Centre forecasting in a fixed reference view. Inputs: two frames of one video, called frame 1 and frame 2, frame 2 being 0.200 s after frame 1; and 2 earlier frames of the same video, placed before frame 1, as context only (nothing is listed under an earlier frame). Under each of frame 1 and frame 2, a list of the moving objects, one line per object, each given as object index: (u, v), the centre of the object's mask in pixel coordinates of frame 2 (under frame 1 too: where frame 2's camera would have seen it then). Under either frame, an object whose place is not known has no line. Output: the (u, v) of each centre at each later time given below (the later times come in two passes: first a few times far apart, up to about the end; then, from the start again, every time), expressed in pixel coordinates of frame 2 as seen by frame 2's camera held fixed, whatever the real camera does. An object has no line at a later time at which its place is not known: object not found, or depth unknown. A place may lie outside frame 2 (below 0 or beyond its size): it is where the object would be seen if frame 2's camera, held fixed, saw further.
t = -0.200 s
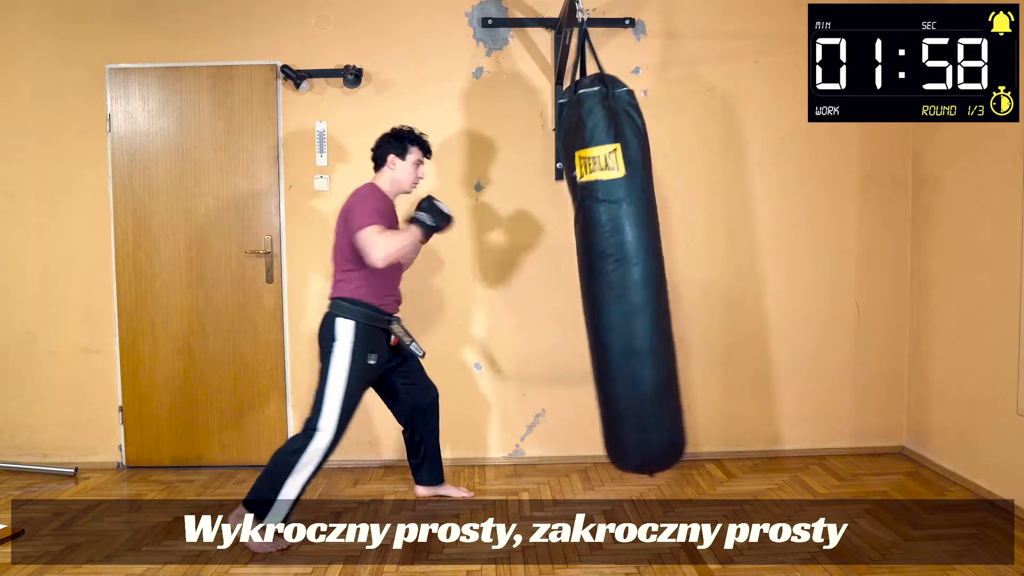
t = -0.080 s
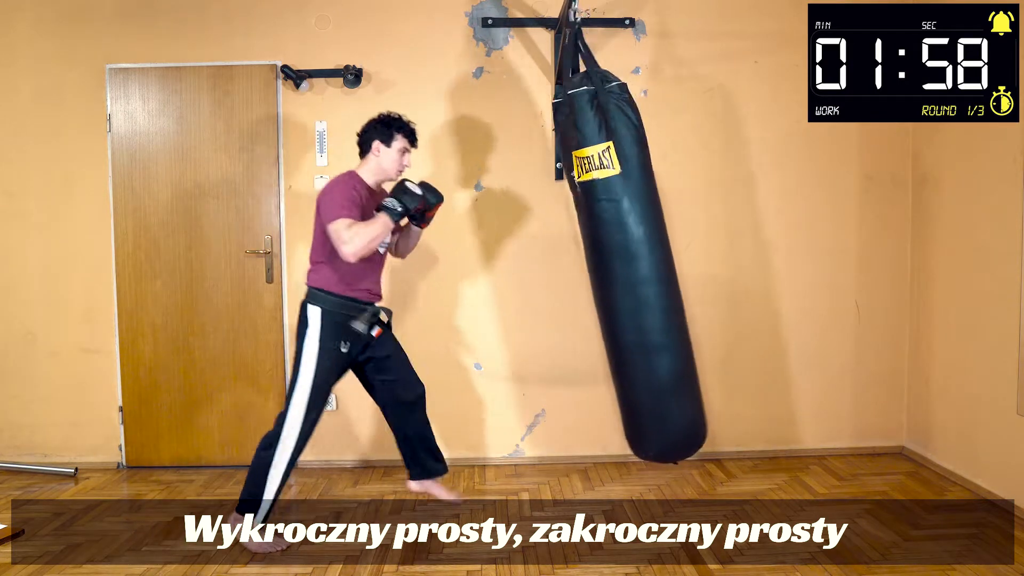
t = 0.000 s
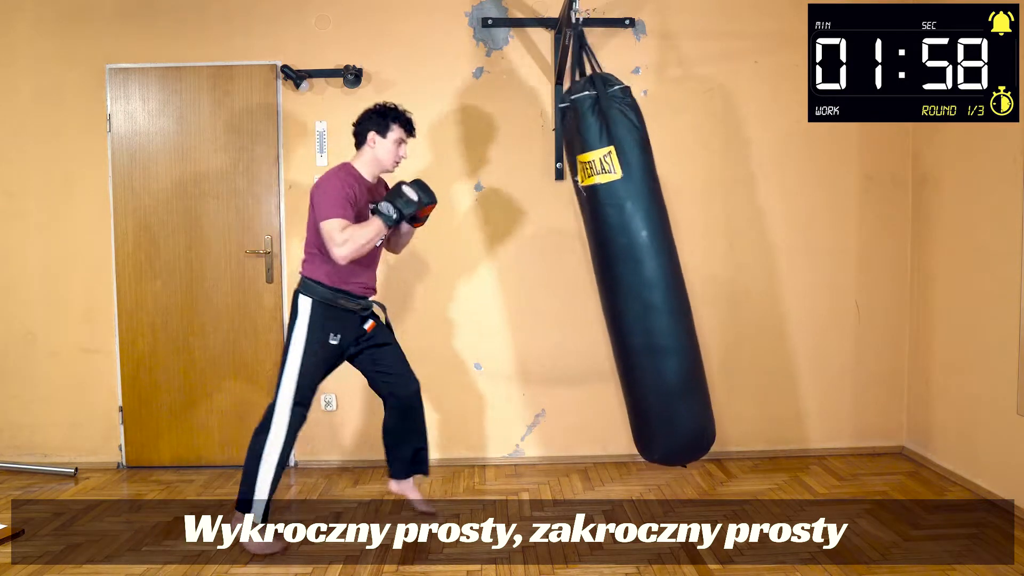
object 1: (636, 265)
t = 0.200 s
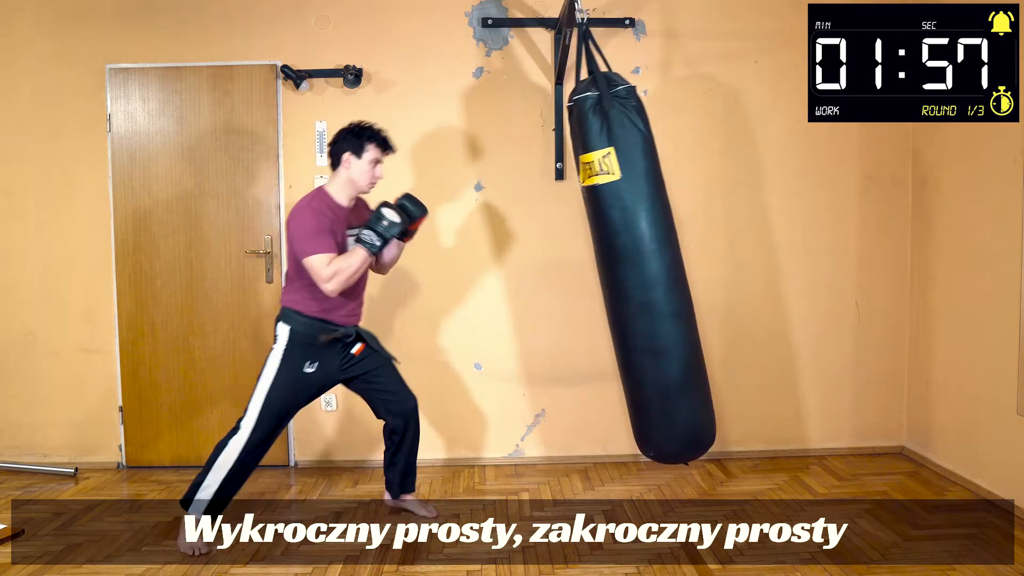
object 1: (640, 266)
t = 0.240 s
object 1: (636, 265)
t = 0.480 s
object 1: (616, 271)
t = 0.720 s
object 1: (579, 278)
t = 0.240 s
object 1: (636, 265)
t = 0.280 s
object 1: (634, 265)
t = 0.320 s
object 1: (632, 266)
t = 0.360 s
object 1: (629, 266)
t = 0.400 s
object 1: (626, 269)
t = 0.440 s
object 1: (622, 270)
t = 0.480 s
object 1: (616, 271)
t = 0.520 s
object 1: (610, 274)
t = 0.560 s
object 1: (604, 277)
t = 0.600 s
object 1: (598, 277)
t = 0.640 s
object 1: (592, 276)
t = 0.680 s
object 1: (586, 277)
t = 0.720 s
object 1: (579, 278)
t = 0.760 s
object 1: (572, 277)
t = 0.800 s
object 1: (565, 276)
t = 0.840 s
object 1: (558, 273)
